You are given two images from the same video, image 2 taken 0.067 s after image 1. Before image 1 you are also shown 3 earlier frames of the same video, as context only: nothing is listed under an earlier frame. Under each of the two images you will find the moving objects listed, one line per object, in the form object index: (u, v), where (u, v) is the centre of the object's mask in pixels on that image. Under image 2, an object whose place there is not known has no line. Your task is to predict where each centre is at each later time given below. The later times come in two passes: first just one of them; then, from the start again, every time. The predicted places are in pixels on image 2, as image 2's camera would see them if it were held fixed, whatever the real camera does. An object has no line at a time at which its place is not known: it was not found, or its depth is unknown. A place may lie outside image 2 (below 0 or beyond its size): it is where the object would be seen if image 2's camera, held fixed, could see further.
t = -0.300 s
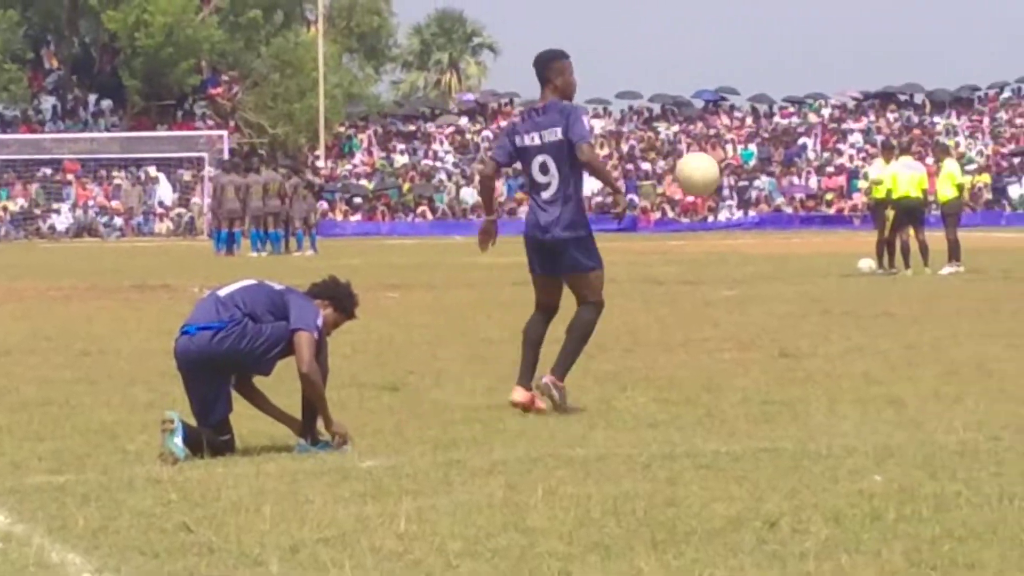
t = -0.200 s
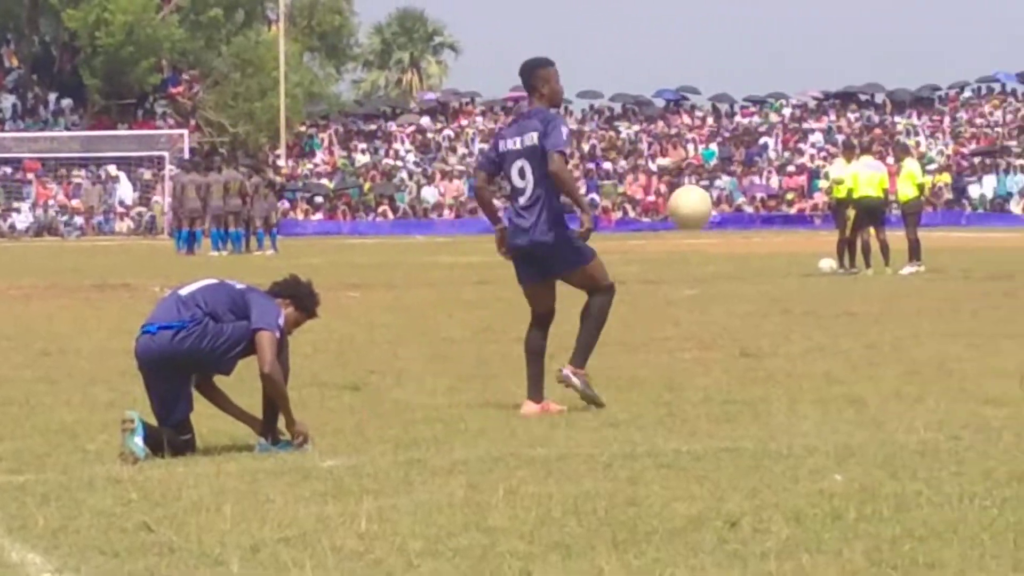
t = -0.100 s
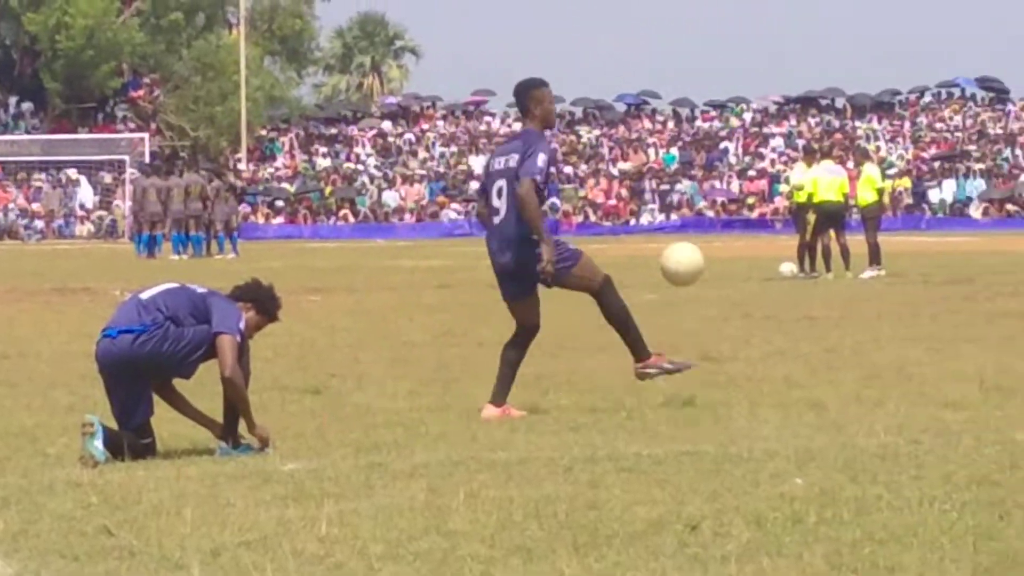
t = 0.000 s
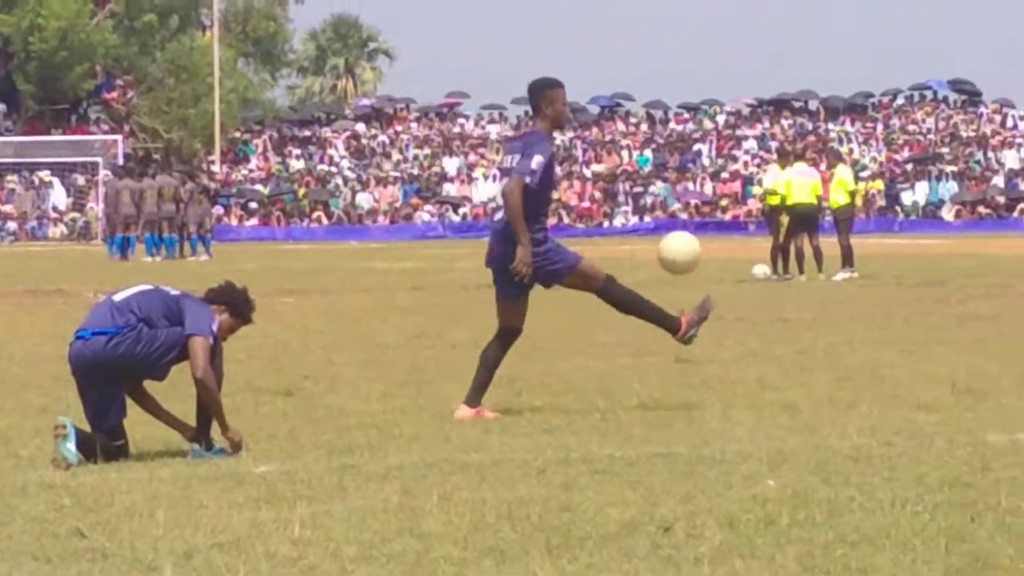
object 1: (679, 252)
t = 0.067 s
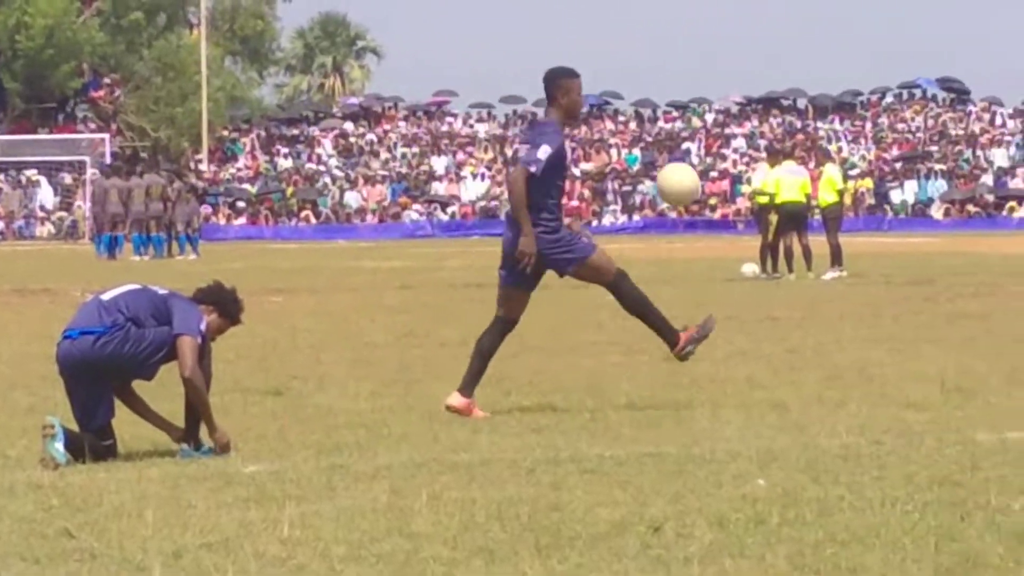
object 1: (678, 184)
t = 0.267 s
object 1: (703, 36)
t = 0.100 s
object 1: (682, 155)
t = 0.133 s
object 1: (686, 125)
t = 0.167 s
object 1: (690, 100)
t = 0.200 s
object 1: (694, 76)
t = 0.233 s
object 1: (698, 54)
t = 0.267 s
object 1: (703, 36)
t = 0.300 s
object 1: (707, 18)
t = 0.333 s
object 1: (712, 4)
